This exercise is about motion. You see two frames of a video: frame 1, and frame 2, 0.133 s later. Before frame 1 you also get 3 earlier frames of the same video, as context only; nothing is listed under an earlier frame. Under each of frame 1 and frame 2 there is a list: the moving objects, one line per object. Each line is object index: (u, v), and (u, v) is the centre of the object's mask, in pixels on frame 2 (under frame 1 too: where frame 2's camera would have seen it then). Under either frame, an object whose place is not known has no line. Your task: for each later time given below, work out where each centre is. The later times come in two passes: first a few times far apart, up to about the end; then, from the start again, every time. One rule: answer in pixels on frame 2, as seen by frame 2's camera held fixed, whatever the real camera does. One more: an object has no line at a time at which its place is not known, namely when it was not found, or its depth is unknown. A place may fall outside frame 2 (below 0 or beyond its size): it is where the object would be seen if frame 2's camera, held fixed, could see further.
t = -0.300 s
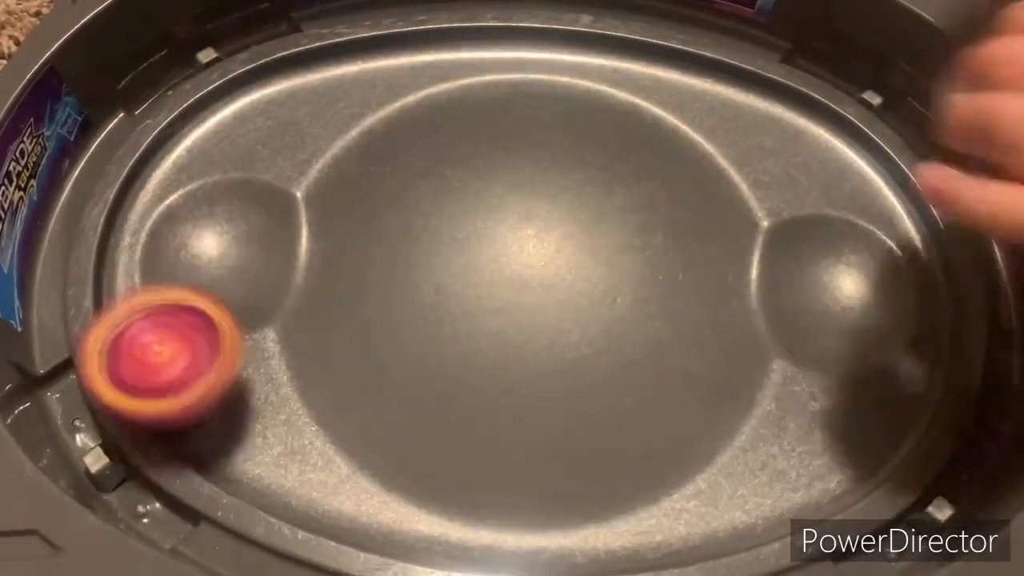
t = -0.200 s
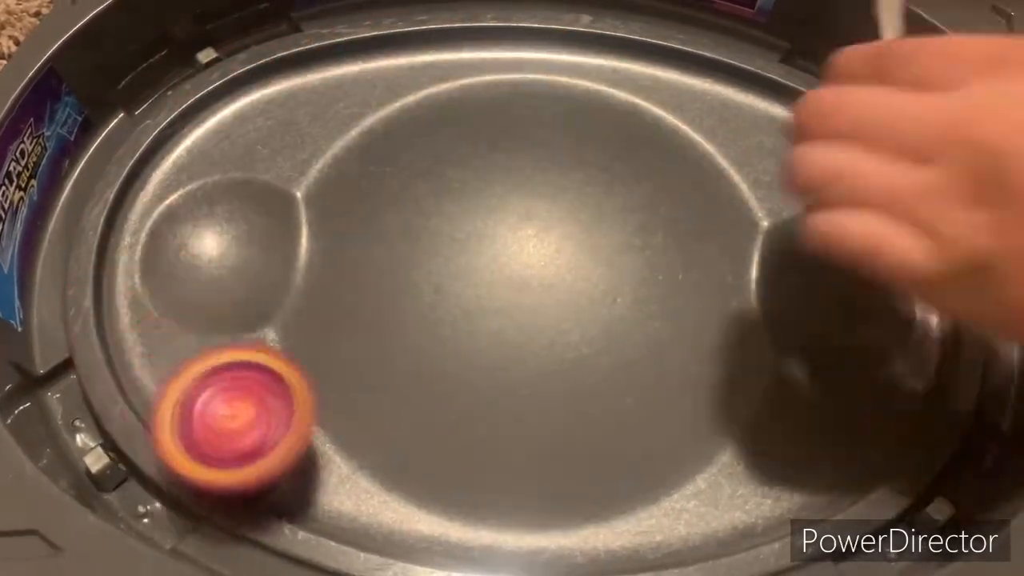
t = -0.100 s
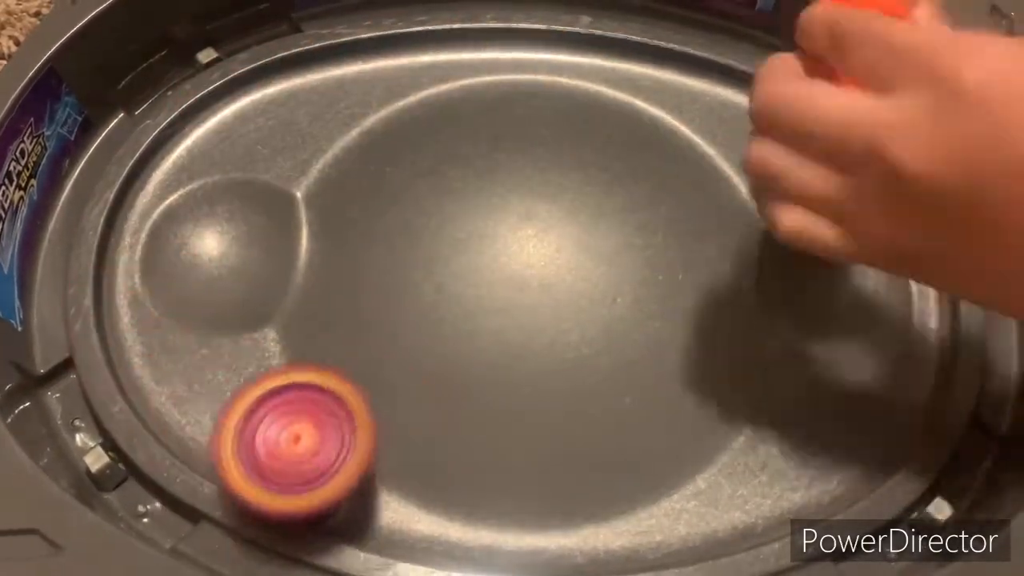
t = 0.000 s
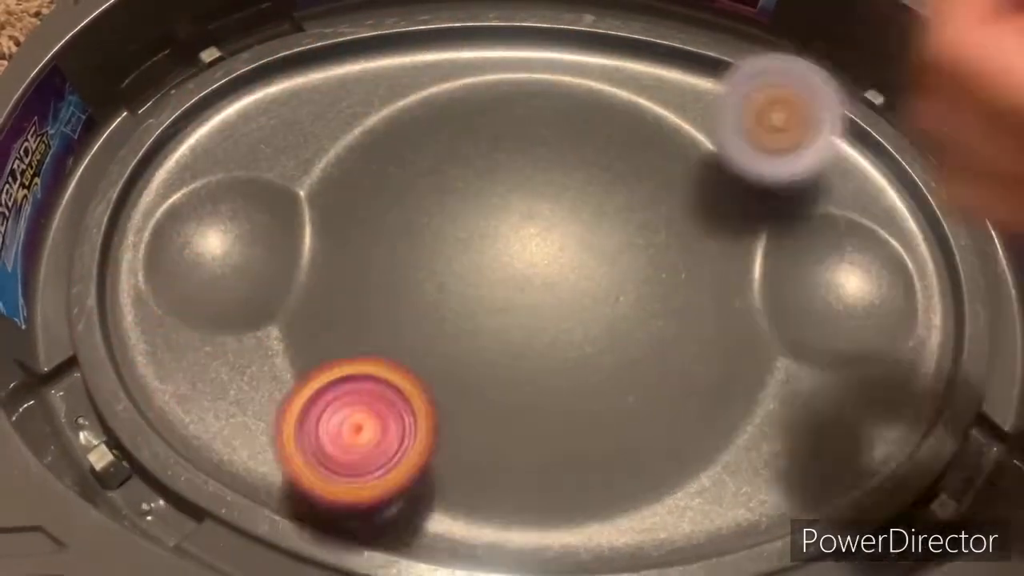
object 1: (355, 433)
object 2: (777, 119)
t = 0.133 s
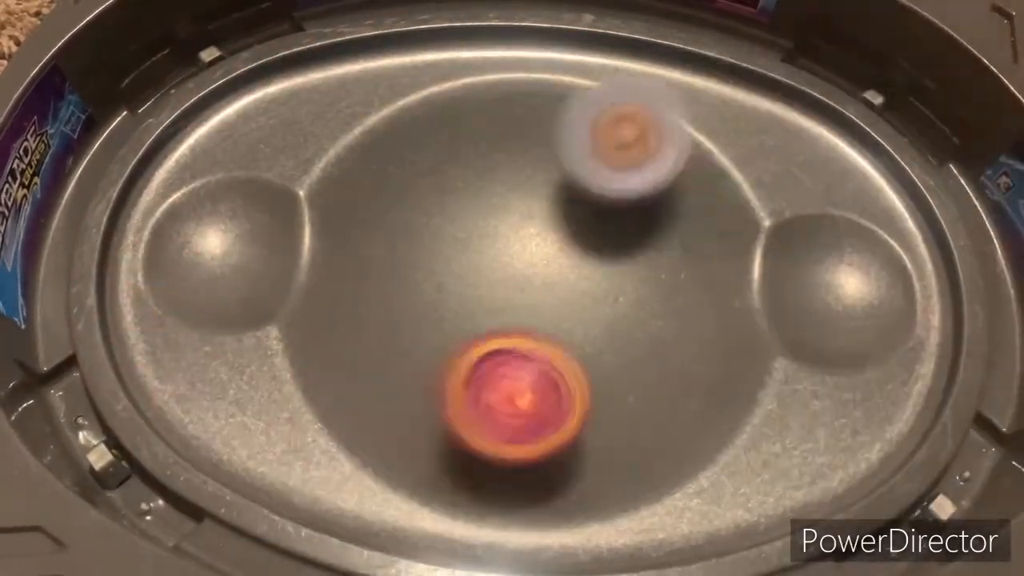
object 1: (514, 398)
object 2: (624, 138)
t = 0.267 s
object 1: (661, 267)
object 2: (416, 249)
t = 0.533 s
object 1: (426, 43)
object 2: (166, 371)
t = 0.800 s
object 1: (260, 94)
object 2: (150, 253)
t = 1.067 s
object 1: (437, 39)
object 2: (275, 259)
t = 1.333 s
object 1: (626, 44)
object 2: (224, 217)
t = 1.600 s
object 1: (778, 84)
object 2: (240, 204)
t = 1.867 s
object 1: (891, 177)
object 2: (259, 256)
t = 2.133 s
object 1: (816, 261)
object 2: (243, 172)
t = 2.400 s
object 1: (866, 296)
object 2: (520, 255)
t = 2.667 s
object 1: (871, 175)
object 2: (528, 335)
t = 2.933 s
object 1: (840, 145)
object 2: (366, 237)
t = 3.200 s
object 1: (769, 149)
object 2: (529, 194)
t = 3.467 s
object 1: (494, 181)
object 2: (581, 329)
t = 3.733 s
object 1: (334, 376)
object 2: (575, 313)
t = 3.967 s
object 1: (306, 427)
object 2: (582, 274)
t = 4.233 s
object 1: (255, 325)
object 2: (561, 236)
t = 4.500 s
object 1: (242, 154)
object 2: (516, 233)
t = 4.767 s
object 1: (208, 106)
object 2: (495, 260)
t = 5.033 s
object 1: (280, 94)
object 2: (515, 290)
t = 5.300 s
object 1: (400, 186)
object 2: (546, 287)
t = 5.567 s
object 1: (482, 296)
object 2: (665, 289)
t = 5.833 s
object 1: (458, 328)
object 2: (659, 242)
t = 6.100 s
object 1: (485, 346)
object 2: (517, 135)
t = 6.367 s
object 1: (541, 274)
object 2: (457, 191)
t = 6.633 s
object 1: (636, 234)
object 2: (391, 250)
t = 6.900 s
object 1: (524, 215)
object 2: (633, 394)
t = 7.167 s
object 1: (484, 329)
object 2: (674, 309)
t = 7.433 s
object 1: (589, 319)
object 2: (535, 122)
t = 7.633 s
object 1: (562, 228)
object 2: (449, 144)
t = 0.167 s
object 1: (569, 378)
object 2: (575, 162)
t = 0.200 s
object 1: (612, 348)
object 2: (522, 193)
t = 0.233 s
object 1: (642, 310)
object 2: (468, 223)
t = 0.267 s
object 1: (661, 267)
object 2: (416, 249)
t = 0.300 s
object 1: (666, 220)
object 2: (372, 271)
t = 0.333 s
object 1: (657, 174)
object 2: (333, 293)
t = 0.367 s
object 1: (636, 131)
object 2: (298, 308)
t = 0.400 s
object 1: (606, 95)
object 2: (272, 321)
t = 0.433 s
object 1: (569, 67)
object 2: (249, 339)
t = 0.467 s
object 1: (523, 49)
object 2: (222, 353)
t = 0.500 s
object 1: (473, 44)
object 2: (195, 362)
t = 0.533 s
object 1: (426, 43)
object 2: (166, 371)
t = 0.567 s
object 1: (390, 44)
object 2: (141, 376)
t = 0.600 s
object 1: (359, 42)
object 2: (140, 362)
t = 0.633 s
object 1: (331, 46)
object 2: (143, 348)
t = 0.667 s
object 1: (310, 53)
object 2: (146, 329)
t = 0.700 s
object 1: (294, 61)
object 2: (147, 309)
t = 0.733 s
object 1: (279, 70)
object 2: (146, 291)
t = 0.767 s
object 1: (268, 81)
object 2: (146, 275)
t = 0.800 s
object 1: (260, 94)
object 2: (150, 253)
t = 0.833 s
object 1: (254, 107)
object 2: (165, 233)
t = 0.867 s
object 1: (269, 90)
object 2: (180, 234)
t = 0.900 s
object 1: (293, 59)
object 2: (188, 253)
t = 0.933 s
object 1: (324, 47)
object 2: (203, 274)
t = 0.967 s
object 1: (356, 46)
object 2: (220, 273)
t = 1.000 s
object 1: (385, 43)
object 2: (240, 273)
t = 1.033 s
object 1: (411, 41)
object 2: (262, 273)
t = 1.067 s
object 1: (437, 39)
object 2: (275, 259)
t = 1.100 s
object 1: (463, 37)
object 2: (283, 243)
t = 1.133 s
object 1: (488, 39)
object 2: (284, 226)
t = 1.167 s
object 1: (510, 38)
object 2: (280, 210)
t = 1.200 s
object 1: (531, 38)
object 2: (272, 199)
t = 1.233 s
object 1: (555, 38)
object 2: (263, 195)
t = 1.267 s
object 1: (580, 39)
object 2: (249, 196)
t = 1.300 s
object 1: (605, 42)
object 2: (236, 204)
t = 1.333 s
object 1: (626, 44)
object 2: (224, 217)
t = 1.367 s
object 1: (647, 46)
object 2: (214, 231)
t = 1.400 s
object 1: (669, 51)
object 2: (202, 243)
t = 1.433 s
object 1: (689, 54)
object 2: (196, 247)
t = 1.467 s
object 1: (707, 57)
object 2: (197, 245)
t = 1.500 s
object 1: (725, 63)
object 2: (203, 237)
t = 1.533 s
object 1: (743, 70)
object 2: (214, 223)
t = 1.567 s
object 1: (760, 76)
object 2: (226, 212)
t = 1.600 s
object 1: (778, 84)
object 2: (240, 204)
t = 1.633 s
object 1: (795, 90)
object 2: (255, 200)
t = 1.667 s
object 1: (809, 97)
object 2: (267, 203)
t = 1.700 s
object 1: (823, 104)
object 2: (274, 209)
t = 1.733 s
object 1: (835, 113)
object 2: (277, 219)
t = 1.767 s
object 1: (846, 124)
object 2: (274, 233)
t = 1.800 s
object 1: (857, 141)
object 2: (273, 243)
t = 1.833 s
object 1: (873, 160)
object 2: (268, 254)
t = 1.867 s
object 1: (891, 177)
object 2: (259, 256)
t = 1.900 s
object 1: (907, 194)
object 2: (244, 255)
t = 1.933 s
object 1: (920, 207)
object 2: (227, 250)
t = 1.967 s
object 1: (920, 219)
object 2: (212, 234)
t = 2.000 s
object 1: (912, 232)
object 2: (201, 219)
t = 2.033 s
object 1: (891, 243)
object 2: (201, 203)
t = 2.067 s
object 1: (863, 249)
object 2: (209, 188)
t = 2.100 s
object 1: (838, 255)
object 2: (221, 177)
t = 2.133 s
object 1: (816, 261)
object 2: (243, 172)
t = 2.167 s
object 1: (801, 270)
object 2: (258, 176)
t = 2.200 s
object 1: (795, 280)
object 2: (276, 186)
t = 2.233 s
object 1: (794, 291)
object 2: (301, 199)
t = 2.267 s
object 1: (801, 300)
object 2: (331, 215)
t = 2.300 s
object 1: (811, 305)
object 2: (371, 231)
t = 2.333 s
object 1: (827, 307)
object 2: (415, 246)
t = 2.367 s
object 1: (846, 305)
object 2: (467, 254)
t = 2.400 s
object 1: (866, 296)
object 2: (520, 255)
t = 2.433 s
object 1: (885, 281)
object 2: (571, 252)
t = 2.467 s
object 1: (888, 261)
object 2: (615, 246)
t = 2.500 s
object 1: (877, 241)
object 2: (650, 242)
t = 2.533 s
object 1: (851, 223)
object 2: (672, 242)
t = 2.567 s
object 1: (828, 213)
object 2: (684, 251)
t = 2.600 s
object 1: (846, 193)
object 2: (636, 287)
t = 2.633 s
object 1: (863, 180)
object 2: (582, 316)
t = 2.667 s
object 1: (871, 175)
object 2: (528, 335)
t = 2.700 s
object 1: (870, 175)
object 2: (483, 345)
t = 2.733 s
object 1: (864, 171)
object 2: (446, 346)
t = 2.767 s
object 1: (859, 167)
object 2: (417, 340)
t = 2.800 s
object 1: (855, 161)
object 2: (393, 328)
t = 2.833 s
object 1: (853, 157)
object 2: (374, 310)
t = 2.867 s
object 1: (849, 152)
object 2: (363, 287)
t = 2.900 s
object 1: (846, 149)
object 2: (361, 264)
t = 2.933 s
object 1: (840, 145)
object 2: (366, 237)
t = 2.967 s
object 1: (835, 145)
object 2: (375, 212)
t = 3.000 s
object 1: (827, 144)
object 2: (392, 191)
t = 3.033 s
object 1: (820, 144)
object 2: (414, 174)
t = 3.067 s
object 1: (810, 143)
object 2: (437, 166)
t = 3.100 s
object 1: (802, 144)
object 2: (459, 163)
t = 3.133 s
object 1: (792, 146)
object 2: (484, 167)
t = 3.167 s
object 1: (782, 148)
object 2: (509, 178)
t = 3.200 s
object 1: (769, 149)
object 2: (529, 194)
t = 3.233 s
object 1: (757, 150)
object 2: (550, 213)
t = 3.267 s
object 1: (733, 149)
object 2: (566, 234)
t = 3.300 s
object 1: (701, 153)
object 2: (583, 256)
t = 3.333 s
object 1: (657, 158)
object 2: (592, 274)
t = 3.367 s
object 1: (615, 158)
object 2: (596, 290)
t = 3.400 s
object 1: (570, 162)
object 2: (596, 305)
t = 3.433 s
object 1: (528, 168)
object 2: (591, 318)
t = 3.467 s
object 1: (494, 181)
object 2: (581, 329)
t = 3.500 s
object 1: (462, 198)
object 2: (565, 331)
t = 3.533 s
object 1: (438, 222)
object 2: (549, 333)
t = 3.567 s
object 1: (419, 251)
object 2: (534, 328)
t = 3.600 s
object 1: (385, 273)
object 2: (545, 329)
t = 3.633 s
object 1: (354, 296)
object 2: (555, 327)
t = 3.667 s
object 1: (337, 320)
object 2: (563, 324)
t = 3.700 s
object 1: (332, 347)
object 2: (569, 319)
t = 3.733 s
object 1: (334, 376)
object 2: (575, 313)
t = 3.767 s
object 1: (344, 404)
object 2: (580, 308)
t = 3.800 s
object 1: (346, 424)
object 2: (584, 301)
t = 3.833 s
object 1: (346, 437)
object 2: (586, 293)
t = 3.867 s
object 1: (341, 443)
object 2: (584, 287)
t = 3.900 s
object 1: (328, 441)
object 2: (584, 281)
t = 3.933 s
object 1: (318, 434)
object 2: (582, 278)
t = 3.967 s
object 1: (306, 427)
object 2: (582, 274)
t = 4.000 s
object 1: (296, 414)
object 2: (581, 271)
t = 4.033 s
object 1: (290, 403)
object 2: (581, 266)
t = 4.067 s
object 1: (280, 394)
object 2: (579, 259)
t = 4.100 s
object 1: (273, 379)
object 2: (577, 254)
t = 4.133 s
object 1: (269, 366)
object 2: (576, 250)
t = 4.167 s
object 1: (262, 354)
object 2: (571, 244)
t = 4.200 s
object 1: (259, 339)
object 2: (565, 239)
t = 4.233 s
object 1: (255, 325)
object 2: (561, 236)
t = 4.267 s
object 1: (250, 311)
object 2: (555, 234)
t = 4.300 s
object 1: (249, 297)
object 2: (551, 233)
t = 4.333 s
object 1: (248, 284)
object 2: (543, 231)
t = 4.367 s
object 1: (250, 270)
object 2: (539, 231)
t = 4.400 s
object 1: (259, 244)
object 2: (533, 230)
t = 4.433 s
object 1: (265, 213)
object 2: (527, 230)
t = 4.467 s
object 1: (259, 182)
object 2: (522, 231)
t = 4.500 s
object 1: (242, 154)
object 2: (516, 233)
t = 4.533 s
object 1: (222, 138)
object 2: (512, 235)
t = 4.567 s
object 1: (199, 130)
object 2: (507, 238)
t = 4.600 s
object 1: (186, 122)
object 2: (505, 242)
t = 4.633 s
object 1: (188, 118)
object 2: (502, 244)
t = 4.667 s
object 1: (193, 116)
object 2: (500, 248)
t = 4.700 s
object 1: (197, 113)
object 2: (498, 252)
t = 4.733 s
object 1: (203, 109)
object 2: (496, 256)
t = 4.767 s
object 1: (208, 106)
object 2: (495, 260)
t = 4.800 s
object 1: (213, 103)
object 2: (495, 264)
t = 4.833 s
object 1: (219, 100)
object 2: (496, 268)
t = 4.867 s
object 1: (228, 97)
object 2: (497, 272)
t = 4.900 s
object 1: (237, 96)
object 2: (500, 276)
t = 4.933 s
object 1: (245, 95)
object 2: (502, 279)
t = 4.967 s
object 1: (255, 92)
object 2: (506, 283)
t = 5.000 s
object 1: (267, 93)
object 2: (511, 287)
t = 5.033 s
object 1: (280, 94)
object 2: (515, 290)
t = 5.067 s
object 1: (291, 95)
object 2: (518, 291)
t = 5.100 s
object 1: (305, 95)
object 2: (522, 292)
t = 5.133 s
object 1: (320, 97)
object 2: (525, 292)
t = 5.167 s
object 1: (334, 100)
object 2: (529, 293)
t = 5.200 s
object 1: (347, 106)
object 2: (534, 291)
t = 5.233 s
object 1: (365, 124)
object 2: (538, 290)
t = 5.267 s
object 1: (383, 153)
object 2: (542, 289)
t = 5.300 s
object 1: (400, 186)
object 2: (546, 287)
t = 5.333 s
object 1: (418, 219)
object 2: (551, 285)
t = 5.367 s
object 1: (428, 234)
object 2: (568, 289)
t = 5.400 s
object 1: (443, 252)
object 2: (582, 294)
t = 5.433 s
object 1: (449, 264)
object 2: (603, 295)
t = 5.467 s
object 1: (449, 271)
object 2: (632, 296)
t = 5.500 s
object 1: (455, 280)
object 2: (652, 294)
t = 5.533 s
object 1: (466, 289)
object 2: (663, 292)
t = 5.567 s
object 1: (482, 296)
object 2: (665, 289)
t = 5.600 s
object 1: (499, 303)
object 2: (662, 286)
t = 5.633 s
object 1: (503, 304)
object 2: (662, 282)
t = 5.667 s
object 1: (482, 310)
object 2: (678, 272)
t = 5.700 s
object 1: (466, 310)
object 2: (686, 261)
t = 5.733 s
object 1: (458, 314)
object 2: (686, 252)
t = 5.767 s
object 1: (455, 319)
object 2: (680, 246)
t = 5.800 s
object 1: (455, 325)
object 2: (671, 242)
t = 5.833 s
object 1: (458, 328)
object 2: (659, 242)
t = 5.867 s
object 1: (462, 330)
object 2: (643, 243)
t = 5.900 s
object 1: (469, 330)
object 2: (623, 244)
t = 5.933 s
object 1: (478, 328)
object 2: (602, 241)
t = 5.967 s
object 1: (486, 322)
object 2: (579, 236)
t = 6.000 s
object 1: (493, 316)
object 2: (555, 225)
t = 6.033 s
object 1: (484, 333)
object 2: (544, 190)
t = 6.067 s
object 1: (480, 342)
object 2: (534, 153)
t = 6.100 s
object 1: (485, 346)
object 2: (517, 135)
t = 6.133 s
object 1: (494, 346)
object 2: (508, 121)
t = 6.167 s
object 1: (504, 342)
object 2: (499, 120)
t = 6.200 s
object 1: (515, 335)
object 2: (492, 121)
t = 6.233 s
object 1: (523, 325)
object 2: (488, 128)
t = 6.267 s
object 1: (529, 313)
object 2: (483, 142)
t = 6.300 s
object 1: (533, 298)
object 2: (476, 161)
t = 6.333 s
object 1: (535, 281)
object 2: (472, 177)
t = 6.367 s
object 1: (541, 274)
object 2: (457, 191)
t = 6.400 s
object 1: (567, 285)
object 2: (424, 193)
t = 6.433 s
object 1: (589, 291)
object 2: (390, 183)
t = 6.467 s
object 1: (605, 290)
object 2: (370, 184)
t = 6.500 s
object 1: (619, 282)
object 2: (362, 190)
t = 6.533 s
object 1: (629, 271)
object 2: (359, 202)
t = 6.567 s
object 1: (636, 260)
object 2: (365, 215)
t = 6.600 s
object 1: (638, 247)
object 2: (373, 228)
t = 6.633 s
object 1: (636, 234)
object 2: (391, 250)
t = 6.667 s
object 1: (630, 222)
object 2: (416, 268)
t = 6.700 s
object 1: (620, 213)
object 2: (440, 291)
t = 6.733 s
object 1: (607, 205)
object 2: (469, 321)
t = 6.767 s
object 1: (592, 200)
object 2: (503, 341)
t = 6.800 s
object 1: (576, 199)
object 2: (540, 361)
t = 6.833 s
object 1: (558, 202)
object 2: (569, 376)
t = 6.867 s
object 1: (540, 207)
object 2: (606, 388)
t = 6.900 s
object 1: (524, 215)
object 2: (633, 394)
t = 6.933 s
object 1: (508, 226)
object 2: (659, 393)
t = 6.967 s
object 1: (495, 239)
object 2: (675, 390)
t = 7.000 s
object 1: (486, 253)
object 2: (689, 383)
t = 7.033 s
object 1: (478, 268)
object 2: (695, 373)
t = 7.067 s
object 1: (474, 284)
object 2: (700, 357)
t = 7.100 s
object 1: (474, 300)
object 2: (694, 345)
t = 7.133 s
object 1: (477, 315)
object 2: (684, 327)
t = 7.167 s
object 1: (484, 329)
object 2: (674, 309)
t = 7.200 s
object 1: (495, 340)
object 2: (658, 286)
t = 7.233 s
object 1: (508, 348)
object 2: (641, 262)
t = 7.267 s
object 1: (523, 353)
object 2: (623, 232)
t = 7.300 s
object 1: (540, 353)
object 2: (605, 207)
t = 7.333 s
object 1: (555, 350)
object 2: (588, 178)
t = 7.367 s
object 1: (569, 343)
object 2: (569, 157)
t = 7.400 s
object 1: (581, 332)
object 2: (551, 135)
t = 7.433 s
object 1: (589, 319)
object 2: (535, 122)
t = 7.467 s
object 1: (592, 304)
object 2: (517, 107)
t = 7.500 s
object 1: (593, 288)
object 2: (501, 103)
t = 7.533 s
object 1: (589, 272)
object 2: (486, 105)
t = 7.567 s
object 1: (583, 256)
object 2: (471, 116)
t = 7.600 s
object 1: (574, 241)
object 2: (459, 132)
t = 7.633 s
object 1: (562, 228)
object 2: (449, 144)
